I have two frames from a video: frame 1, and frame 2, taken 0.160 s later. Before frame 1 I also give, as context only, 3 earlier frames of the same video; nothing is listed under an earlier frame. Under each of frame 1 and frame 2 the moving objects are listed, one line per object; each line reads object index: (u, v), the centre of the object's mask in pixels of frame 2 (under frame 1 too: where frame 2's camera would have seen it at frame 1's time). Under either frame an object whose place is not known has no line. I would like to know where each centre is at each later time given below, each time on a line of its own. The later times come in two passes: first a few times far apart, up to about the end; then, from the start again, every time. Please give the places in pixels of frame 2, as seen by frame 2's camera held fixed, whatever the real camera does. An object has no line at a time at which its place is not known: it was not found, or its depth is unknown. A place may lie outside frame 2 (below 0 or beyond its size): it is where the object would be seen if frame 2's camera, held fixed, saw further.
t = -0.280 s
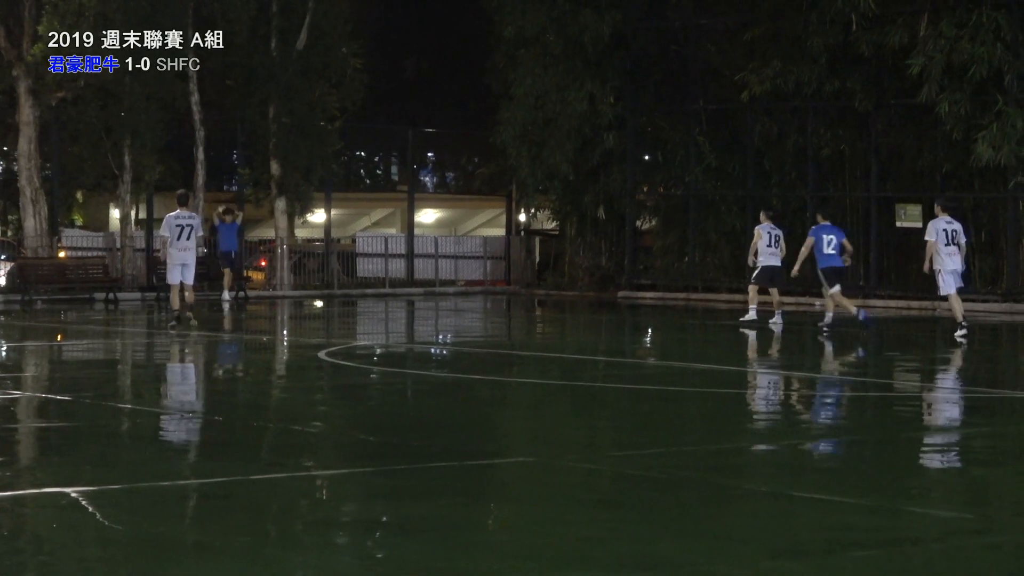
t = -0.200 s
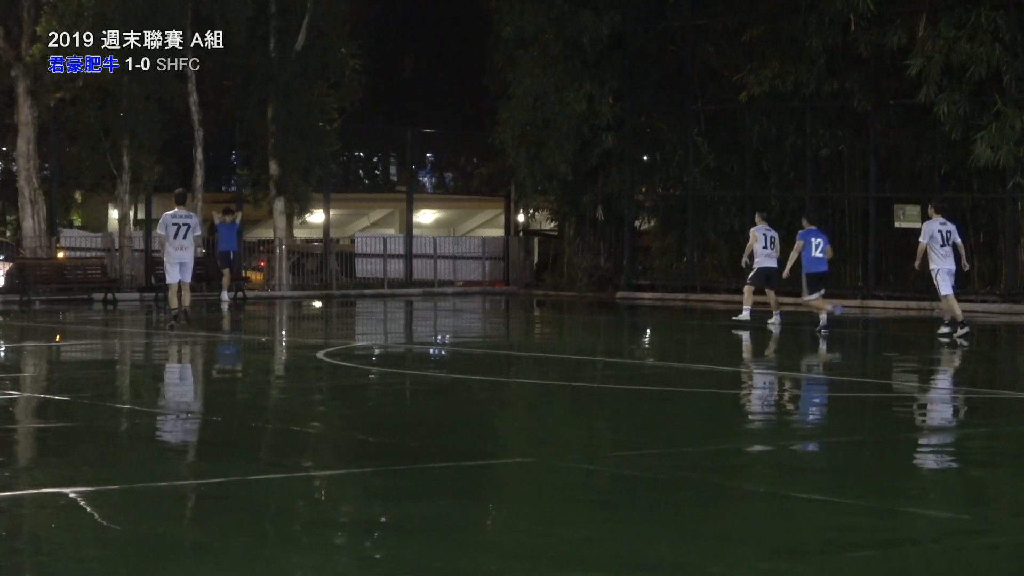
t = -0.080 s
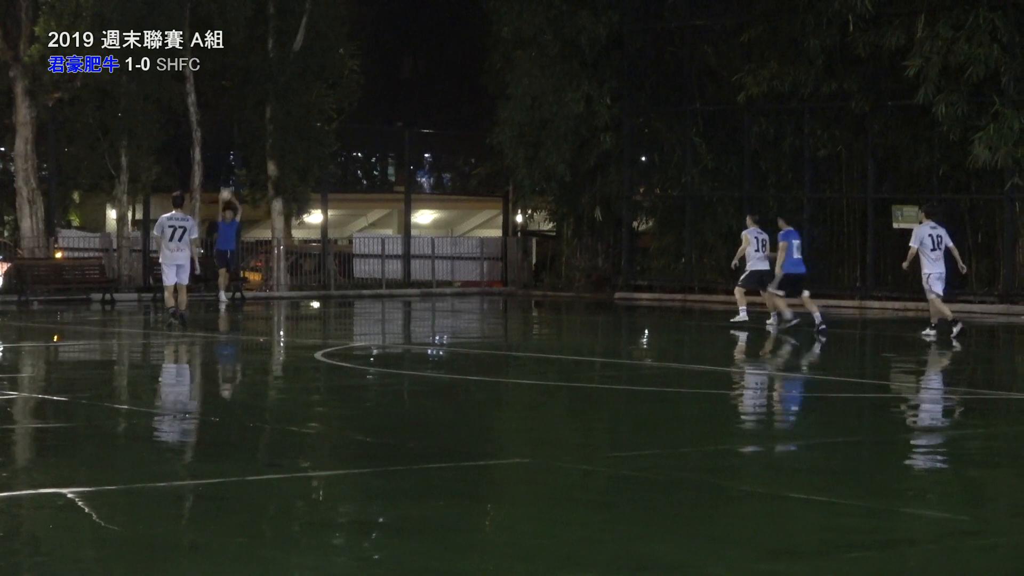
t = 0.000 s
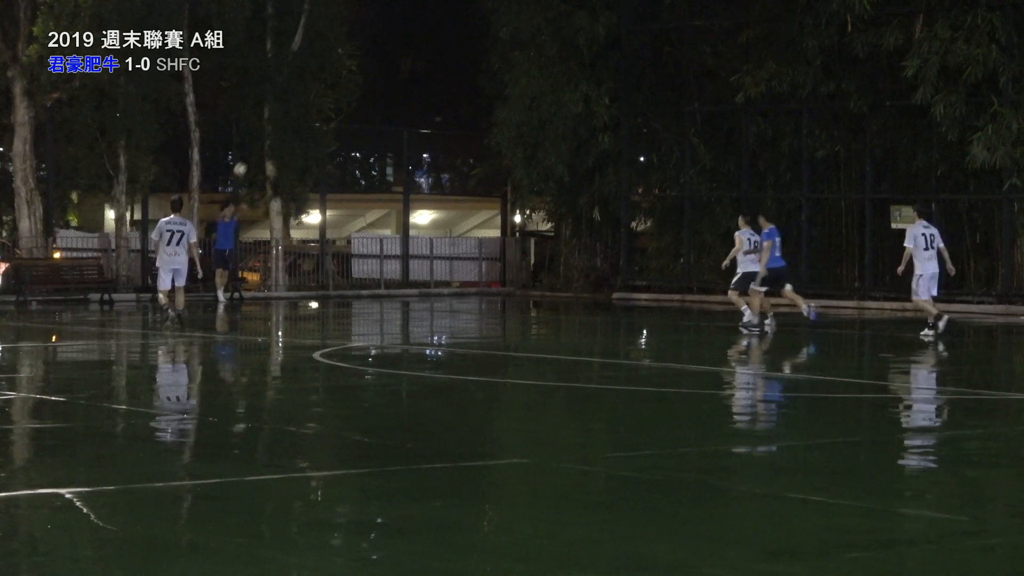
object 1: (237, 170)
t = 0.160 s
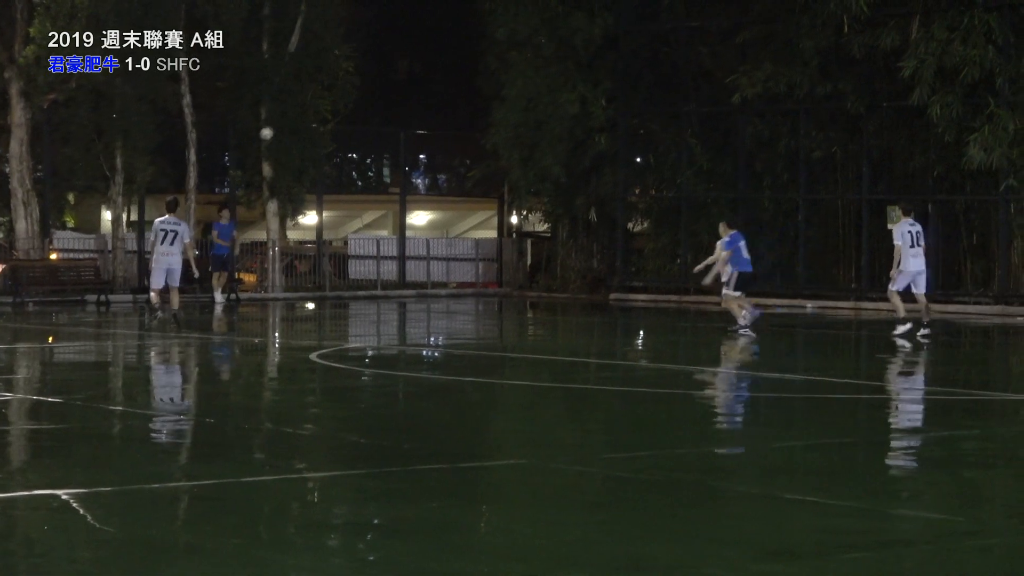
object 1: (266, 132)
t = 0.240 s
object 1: (283, 116)
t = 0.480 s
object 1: (332, 92)
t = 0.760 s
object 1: (397, 109)
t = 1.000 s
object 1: (458, 172)
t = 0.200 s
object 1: (277, 122)
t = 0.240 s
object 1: (283, 116)
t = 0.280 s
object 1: (290, 111)
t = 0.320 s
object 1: (301, 104)
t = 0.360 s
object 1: (308, 101)
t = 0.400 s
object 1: (318, 95)
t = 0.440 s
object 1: (325, 94)
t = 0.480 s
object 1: (332, 92)
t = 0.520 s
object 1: (343, 91)
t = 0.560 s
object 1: (351, 91)
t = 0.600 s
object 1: (363, 93)
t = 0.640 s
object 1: (371, 96)
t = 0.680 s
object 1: (378, 98)
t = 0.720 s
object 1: (390, 104)
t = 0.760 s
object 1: (397, 109)
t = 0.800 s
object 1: (409, 118)
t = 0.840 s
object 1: (417, 126)
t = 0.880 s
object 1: (425, 134)
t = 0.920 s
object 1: (437, 146)
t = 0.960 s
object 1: (445, 156)
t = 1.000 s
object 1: (458, 172)
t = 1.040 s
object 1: (467, 184)
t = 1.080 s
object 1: (475, 196)
